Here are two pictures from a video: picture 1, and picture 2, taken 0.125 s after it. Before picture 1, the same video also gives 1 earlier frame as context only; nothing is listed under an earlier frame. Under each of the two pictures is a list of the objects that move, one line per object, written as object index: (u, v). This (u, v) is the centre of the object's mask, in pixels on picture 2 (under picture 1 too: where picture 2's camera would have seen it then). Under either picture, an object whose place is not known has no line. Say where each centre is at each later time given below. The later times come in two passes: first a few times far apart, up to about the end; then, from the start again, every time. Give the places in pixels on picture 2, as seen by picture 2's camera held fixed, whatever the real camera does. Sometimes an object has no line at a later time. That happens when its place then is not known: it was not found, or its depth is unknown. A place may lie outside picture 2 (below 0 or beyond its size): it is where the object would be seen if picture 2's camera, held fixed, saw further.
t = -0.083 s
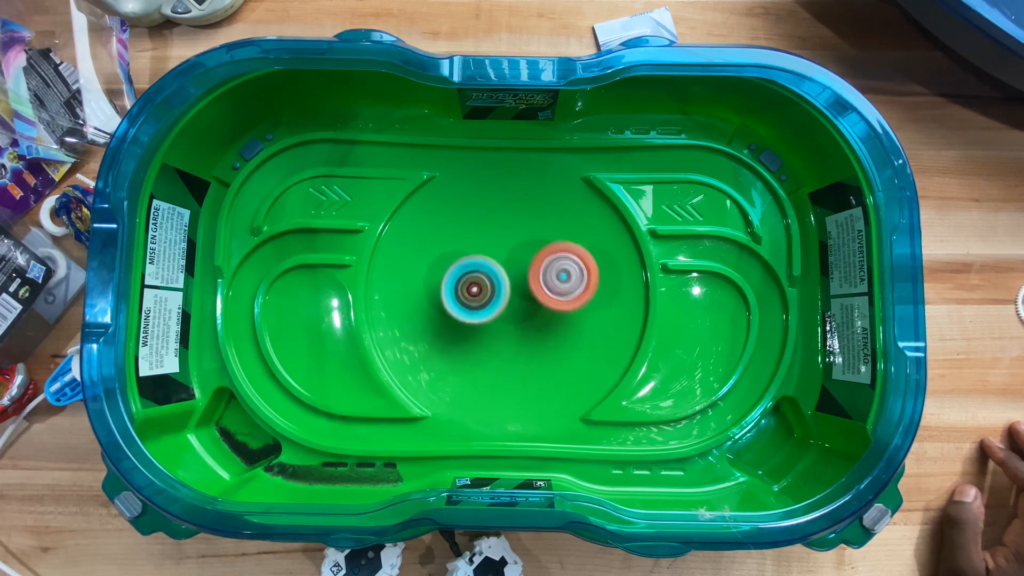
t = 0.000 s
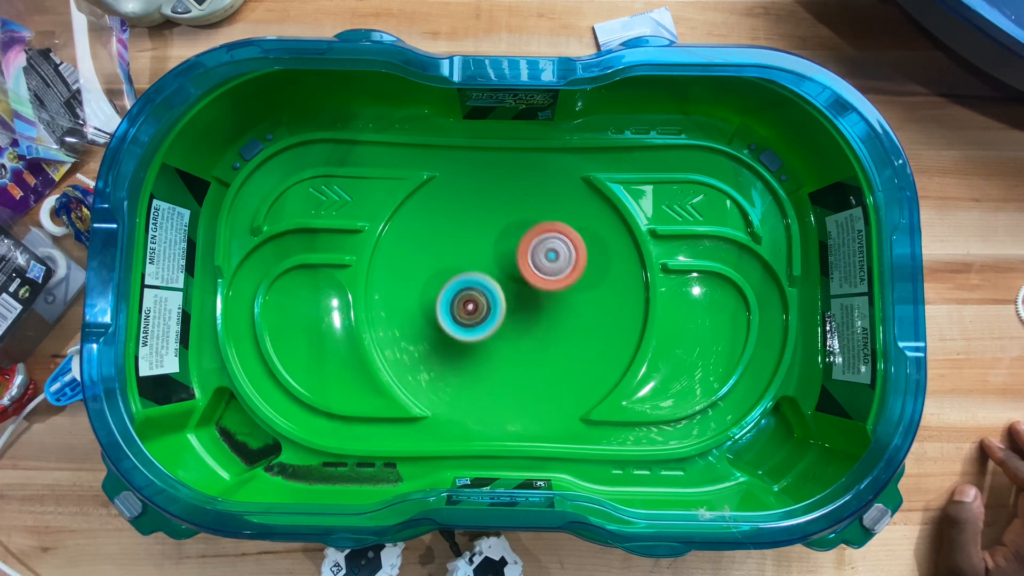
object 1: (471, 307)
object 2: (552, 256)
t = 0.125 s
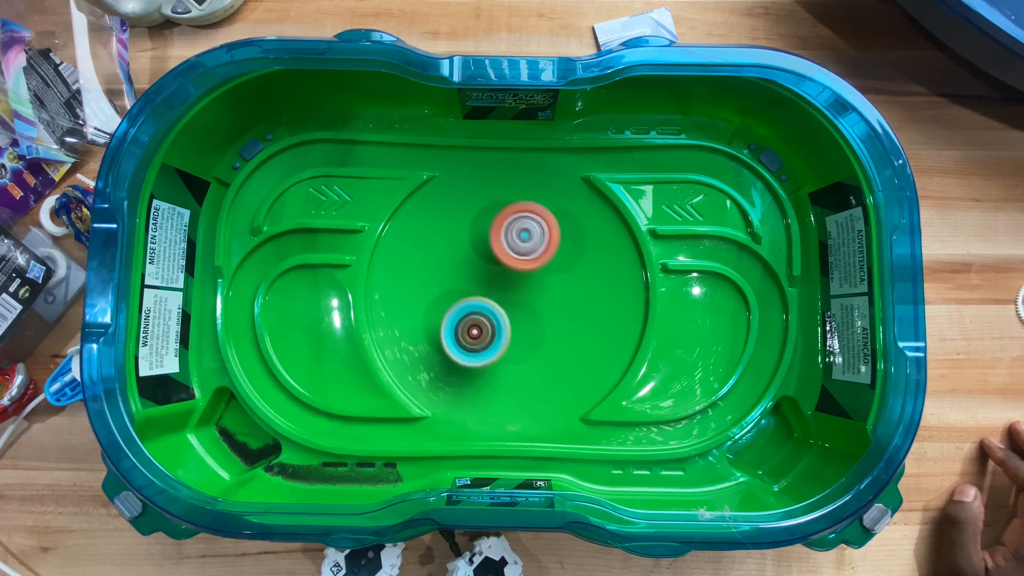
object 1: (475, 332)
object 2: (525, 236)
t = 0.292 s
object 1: (502, 350)
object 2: (481, 235)
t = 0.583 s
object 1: (545, 312)
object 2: (449, 299)
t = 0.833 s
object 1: (532, 259)
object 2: (495, 347)
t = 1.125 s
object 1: (479, 247)
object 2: (568, 327)
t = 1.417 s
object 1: (470, 302)
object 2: (562, 258)
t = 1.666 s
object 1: (512, 335)
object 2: (501, 242)
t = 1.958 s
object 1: (565, 315)
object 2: (449, 293)
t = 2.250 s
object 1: (544, 264)
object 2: (483, 351)
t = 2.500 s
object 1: (493, 261)
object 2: (542, 335)
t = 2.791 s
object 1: (456, 299)
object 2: (560, 268)
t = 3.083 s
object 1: (487, 333)
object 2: (507, 233)
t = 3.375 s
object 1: (536, 315)
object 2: (462, 282)
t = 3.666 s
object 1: (552, 268)
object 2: (488, 345)
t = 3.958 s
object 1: (519, 249)
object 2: (551, 340)
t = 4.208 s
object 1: (486, 276)
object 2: (561, 284)
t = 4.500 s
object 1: (478, 324)
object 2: (510, 243)
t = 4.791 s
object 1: (510, 343)
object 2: (455, 272)
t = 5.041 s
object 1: (546, 318)
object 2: (459, 323)
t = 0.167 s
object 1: (480, 338)
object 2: (514, 233)
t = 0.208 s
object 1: (486, 344)
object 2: (503, 231)
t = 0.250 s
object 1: (493, 348)
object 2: (492, 232)
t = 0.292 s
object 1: (502, 350)
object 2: (481, 235)
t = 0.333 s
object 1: (510, 350)
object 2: (472, 240)
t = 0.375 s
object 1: (519, 347)
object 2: (463, 248)
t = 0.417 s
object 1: (527, 343)
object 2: (456, 256)
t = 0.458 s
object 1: (533, 337)
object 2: (451, 266)
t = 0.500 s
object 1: (539, 329)
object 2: (447, 277)
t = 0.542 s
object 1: (543, 321)
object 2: (447, 288)
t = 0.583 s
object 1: (545, 312)
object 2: (449, 299)
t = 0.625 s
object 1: (547, 302)
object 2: (453, 310)
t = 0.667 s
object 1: (546, 293)
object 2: (459, 320)
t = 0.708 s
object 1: (544, 283)
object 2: (466, 329)
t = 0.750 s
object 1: (542, 274)
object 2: (475, 336)
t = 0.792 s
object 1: (537, 266)
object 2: (485, 343)
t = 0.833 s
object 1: (532, 259)
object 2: (495, 347)
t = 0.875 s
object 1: (526, 252)
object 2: (507, 349)
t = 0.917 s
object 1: (519, 247)
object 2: (519, 350)
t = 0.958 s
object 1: (510, 243)
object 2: (530, 349)
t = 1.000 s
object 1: (503, 241)
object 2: (541, 346)
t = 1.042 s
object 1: (495, 241)
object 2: (551, 341)
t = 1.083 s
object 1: (486, 243)
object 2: (560, 334)
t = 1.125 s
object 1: (479, 247)
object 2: (568, 327)
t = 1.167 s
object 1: (473, 252)
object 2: (573, 318)
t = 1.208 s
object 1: (468, 259)
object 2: (577, 307)
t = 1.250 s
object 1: (465, 267)
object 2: (579, 297)
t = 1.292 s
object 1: (464, 275)
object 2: (577, 286)
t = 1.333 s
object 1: (464, 285)
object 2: (574, 275)
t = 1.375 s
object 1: (466, 293)
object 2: (569, 266)
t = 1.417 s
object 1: (470, 302)
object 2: (562, 258)
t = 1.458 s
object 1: (475, 310)
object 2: (554, 251)
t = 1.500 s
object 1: (481, 316)
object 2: (544, 246)
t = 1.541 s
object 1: (488, 322)
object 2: (533, 243)
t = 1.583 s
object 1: (495, 328)
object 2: (523, 240)
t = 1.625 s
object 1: (503, 332)
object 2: (512, 241)
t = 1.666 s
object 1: (512, 335)
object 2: (501, 242)
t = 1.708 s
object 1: (521, 337)
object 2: (490, 245)
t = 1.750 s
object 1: (530, 337)
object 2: (481, 251)
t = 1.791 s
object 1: (539, 336)
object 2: (471, 257)
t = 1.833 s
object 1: (548, 332)
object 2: (463, 264)
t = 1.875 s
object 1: (555, 328)
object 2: (457, 273)
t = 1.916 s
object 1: (561, 322)
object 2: (452, 283)
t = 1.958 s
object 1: (565, 315)
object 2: (449, 293)
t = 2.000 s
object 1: (568, 307)
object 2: (448, 304)
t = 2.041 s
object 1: (569, 299)
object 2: (449, 314)
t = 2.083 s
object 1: (567, 290)
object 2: (452, 324)
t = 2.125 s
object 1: (564, 282)
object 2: (458, 333)
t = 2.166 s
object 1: (559, 275)
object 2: (465, 341)
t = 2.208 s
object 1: (552, 269)
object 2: (473, 347)
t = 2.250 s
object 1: (544, 264)
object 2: (483, 351)
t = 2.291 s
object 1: (535, 260)
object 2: (493, 353)
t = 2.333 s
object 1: (527, 258)
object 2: (504, 353)
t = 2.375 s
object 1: (518, 258)
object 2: (515, 351)
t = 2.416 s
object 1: (509, 258)
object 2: (525, 347)
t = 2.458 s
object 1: (500, 259)
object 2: (534, 342)
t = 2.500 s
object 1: (493, 261)
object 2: (542, 335)
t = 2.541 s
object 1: (485, 264)
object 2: (550, 327)
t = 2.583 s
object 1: (477, 268)
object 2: (556, 318)
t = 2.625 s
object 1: (470, 273)
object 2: (559, 309)
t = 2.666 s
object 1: (465, 278)
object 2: (562, 298)
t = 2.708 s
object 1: (461, 285)
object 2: (563, 288)
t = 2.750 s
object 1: (457, 292)
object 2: (563, 278)
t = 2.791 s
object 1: (456, 299)
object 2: (560, 268)
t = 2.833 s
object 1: (456, 306)
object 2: (556, 258)
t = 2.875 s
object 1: (459, 313)
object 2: (550, 250)
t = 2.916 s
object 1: (462, 319)
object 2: (543, 243)
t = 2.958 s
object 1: (466, 324)
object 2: (535, 238)
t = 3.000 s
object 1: (472, 328)
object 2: (526, 234)
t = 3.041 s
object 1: (479, 331)
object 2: (517, 233)
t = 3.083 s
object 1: (487, 333)
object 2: (507, 233)
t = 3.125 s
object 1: (494, 334)
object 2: (497, 235)
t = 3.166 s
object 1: (501, 333)
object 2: (488, 240)
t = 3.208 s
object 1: (509, 331)
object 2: (481, 246)
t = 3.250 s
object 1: (517, 327)
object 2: (473, 254)
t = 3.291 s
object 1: (524, 324)
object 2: (468, 262)
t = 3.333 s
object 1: (531, 320)
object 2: (464, 272)
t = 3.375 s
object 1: (536, 315)
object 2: (462, 282)
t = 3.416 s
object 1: (542, 309)
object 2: (460, 292)
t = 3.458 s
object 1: (547, 302)
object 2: (461, 302)
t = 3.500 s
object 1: (551, 295)
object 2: (464, 312)
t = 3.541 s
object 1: (553, 289)
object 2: (468, 322)
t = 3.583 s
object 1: (554, 282)
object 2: (473, 331)
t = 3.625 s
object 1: (554, 275)
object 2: (480, 338)
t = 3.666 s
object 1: (552, 268)
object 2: (488, 345)
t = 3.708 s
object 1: (550, 262)
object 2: (497, 350)
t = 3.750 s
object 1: (547, 258)
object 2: (506, 353)
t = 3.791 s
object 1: (542, 254)
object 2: (516, 354)
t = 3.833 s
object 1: (537, 251)
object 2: (526, 353)
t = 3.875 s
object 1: (531, 249)
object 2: (535, 350)
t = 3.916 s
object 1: (525, 248)
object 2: (544, 346)
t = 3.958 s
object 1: (519, 249)
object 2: (551, 340)
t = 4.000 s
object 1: (513, 251)
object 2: (557, 332)
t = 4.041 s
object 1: (506, 255)
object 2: (562, 323)
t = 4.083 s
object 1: (500, 260)
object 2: (564, 314)
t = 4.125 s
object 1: (495, 264)
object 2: (565, 304)
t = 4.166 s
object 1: (490, 270)
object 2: (564, 294)
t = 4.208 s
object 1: (486, 276)
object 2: (561, 284)
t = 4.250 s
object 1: (483, 282)
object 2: (557, 275)
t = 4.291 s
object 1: (481, 289)
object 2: (551, 267)
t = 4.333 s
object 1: (479, 296)
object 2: (544, 260)
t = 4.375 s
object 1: (477, 304)
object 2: (536, 254)
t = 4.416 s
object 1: (476, 311)
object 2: (528, 248)
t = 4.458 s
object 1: (477, 317)
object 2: (519, 245)
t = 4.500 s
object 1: (478, 324)
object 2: (510, 243)
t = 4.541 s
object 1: (481, 329)
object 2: (500, 242)
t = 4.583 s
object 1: (485, 335)
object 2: (490, 243)
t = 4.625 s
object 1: (489, 339)
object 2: (481, 246)
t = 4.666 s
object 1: (494, 342)
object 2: (473, 250)
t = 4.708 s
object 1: (499, 343)
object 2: (466, 257)
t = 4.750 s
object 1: (505, 344)
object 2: (460, 264)
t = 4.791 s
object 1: (510, 343)
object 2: (455, 272)
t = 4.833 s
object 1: (516, 340)
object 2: (453, 281)
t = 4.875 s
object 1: (521, 337)
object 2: (452, 291)
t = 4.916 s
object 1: (526, 333)
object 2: (454, 300)
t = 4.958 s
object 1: (531, 327)
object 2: (457, 310)
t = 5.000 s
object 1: (536, 322)
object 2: (461, 317)
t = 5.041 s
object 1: (546, 318)
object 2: (459, 323)
